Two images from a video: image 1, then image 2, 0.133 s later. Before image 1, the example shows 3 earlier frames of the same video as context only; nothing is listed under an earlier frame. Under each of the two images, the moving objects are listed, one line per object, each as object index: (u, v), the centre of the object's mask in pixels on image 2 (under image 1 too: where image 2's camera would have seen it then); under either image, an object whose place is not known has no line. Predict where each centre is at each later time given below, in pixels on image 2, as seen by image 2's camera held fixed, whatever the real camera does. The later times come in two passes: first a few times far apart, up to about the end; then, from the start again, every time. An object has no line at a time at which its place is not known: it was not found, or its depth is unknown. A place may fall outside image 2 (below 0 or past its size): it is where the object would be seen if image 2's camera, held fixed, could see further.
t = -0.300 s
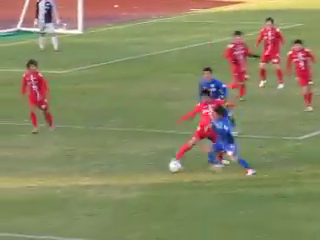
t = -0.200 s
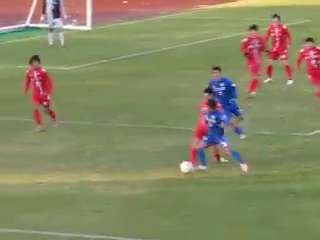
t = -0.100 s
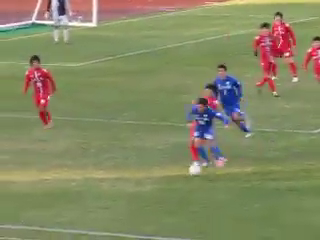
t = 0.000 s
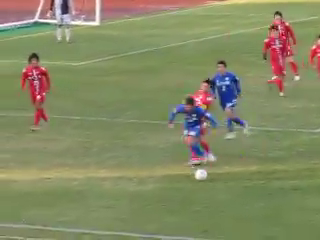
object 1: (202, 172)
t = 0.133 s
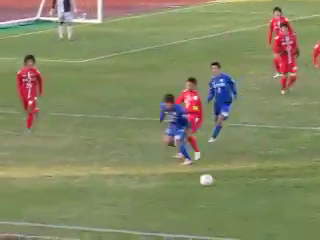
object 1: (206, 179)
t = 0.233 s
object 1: (210, 184)
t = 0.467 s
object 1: (217, 197)
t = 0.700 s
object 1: (224, 209)
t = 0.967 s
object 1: (233, 226)
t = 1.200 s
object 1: (242, 243)
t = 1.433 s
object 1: (253, 258)
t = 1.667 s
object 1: (264, 273)
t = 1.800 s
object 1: (269, 278)
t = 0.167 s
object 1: (207, 181)
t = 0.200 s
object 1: (208, 182)
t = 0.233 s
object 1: (210, 184)
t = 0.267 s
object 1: (211, 186)
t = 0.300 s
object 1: (211, 188)
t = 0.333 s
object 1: (213, 190)
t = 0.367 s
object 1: (214, 191)
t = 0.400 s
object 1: (215, 193)
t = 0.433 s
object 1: (216, 195)
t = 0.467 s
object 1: (217, 197)
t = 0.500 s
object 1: (218, 199)
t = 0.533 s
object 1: (219, 201)
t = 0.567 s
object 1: (220, 203)
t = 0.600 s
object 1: (221, 205)
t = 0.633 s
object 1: (222, 207)
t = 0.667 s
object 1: (223, 209)
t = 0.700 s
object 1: (224, 209)
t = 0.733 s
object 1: (224, 211)
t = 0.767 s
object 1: (225, 213)
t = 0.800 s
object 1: (226, 215)
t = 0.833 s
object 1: (228, 218)
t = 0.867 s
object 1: (229, 220)
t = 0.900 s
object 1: (230, 222)
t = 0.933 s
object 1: (231, 224)
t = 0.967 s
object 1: (233, 226)
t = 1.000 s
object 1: (234, 230)
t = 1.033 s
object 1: (235, 231)
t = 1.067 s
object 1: (236, 232)
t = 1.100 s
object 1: (238, 235)
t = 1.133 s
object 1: (238, 238)
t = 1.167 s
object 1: (240, 241)
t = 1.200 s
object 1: (242, 243)
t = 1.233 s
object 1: (243, 245)
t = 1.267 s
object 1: (245, 247)
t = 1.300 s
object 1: (247, 249)
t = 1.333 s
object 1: (249, 253)
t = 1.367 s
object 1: (249, 254)
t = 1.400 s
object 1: (251, 256)
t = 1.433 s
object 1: (253, 258)
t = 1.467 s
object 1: (255, 261)
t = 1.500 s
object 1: (256, 263)
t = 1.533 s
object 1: (257, 265)
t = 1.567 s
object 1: (259, 267)
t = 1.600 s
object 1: (261, 270)
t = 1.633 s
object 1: (262, 271)
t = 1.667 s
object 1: (264, 273)
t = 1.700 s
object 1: (265, 276)
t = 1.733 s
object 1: (267, 279)
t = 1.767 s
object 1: (267, 281)
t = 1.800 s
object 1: (269, 278)
